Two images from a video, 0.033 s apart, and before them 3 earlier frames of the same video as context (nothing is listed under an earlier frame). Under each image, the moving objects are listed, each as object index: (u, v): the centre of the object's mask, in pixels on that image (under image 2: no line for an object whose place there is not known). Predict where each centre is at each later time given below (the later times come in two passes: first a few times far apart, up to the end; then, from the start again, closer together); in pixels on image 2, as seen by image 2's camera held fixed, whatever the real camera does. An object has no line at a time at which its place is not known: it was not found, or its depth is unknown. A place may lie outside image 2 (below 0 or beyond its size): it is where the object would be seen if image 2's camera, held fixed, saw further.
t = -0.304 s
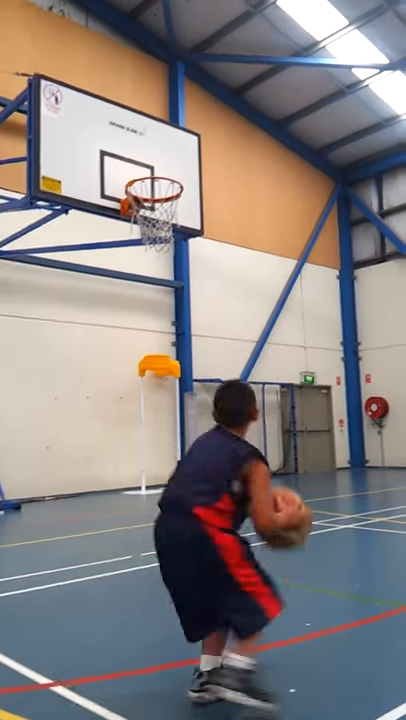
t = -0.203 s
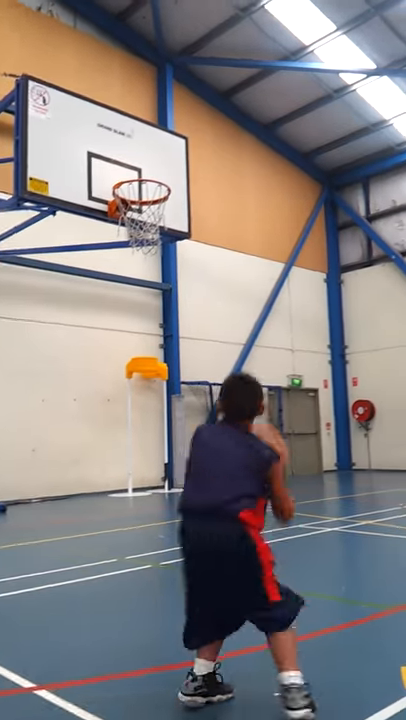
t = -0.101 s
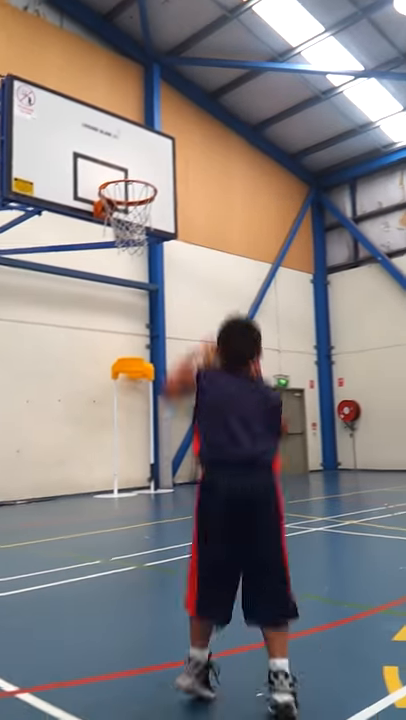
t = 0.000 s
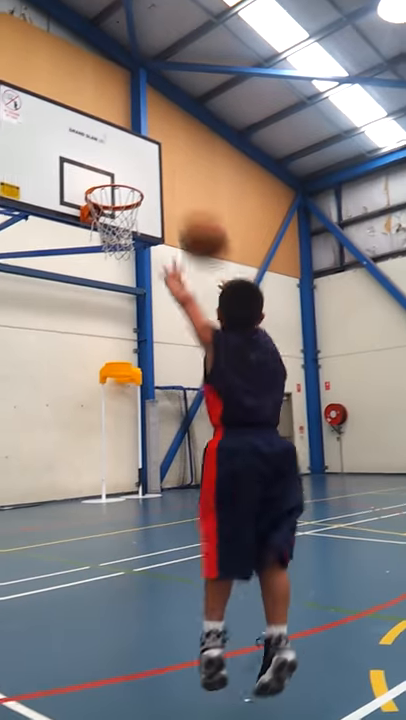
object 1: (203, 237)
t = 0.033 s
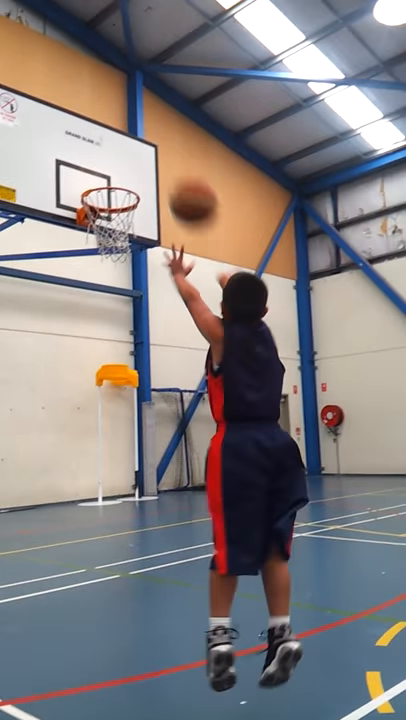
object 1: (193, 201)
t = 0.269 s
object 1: (158, 50)
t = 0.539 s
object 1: (136, 22)
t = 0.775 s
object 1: (125, 70)
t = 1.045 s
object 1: (117, 183)
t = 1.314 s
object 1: (98, 250)
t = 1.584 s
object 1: (70, 336)
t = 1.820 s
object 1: (47, 489)
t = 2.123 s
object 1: (34, 425)
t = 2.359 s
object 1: (31, 351)
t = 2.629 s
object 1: (28, 351)
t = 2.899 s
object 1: (23, 453)
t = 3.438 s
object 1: (16, 419)
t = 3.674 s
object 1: (4, 424)
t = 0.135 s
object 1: (176, 115)
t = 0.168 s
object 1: (168, 93)
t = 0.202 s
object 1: (167, 77)
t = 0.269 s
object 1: (158, 50)
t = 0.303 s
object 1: (155, 41)
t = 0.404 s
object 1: (145, 22)
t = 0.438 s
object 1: (142, 20)
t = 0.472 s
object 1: (141, 20)
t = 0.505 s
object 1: (138, 20)
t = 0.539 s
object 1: (136, 22)
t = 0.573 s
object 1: (135, 25)
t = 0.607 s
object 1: (133, 30)
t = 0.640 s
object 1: (131, 36)
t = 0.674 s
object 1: (129, 43)
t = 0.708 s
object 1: (128, 52)
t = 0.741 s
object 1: (126, 60)
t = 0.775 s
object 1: (125, 70)
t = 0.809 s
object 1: (124, 81)
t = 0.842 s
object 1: (123, 95)
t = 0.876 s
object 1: (122, 107)
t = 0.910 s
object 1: (120, 121)
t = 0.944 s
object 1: (119, 136)
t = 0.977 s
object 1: (118, 151)
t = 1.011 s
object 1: (117, 168)
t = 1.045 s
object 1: (117, 183)
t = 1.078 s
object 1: (116, 204)
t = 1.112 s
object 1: (116, 221)
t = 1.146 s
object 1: (115, 233)
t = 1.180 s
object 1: (112, 238)
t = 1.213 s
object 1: (107, 240)
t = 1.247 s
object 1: (102, 242)
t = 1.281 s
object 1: (100, 245)
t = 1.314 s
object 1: (98, 250)
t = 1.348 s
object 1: (94, 255)
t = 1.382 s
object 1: (91, 262)
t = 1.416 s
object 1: (88, 271)
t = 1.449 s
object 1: (84, 281)
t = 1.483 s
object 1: (81, 293)
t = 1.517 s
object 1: (78, 306)
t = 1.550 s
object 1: (74, 319)
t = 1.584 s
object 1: (70, 336)
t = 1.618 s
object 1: (68, 353)
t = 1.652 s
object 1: (65, 372)
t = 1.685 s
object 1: (61, 391)
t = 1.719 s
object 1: (57, 413)
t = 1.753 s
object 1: (54, 436)
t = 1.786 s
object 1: (51, 462)
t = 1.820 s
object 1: (47, 489)
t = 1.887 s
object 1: (40, 549)
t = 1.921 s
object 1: (39, 543)
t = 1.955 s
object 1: (37, 521)
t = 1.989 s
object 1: (33, 500)
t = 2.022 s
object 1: (39, 478)
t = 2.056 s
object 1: (38, 459)
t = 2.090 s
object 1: (36, 441)
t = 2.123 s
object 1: (34, 425)
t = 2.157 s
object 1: (34, 410)
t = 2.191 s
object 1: (34, 396)
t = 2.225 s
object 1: (33, 384)
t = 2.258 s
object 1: (32, 374)
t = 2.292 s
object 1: (31, 365)
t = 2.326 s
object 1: (30, 357)
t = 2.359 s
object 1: (31, 351)
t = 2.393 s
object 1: (32, 346)
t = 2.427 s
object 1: (32, 342)
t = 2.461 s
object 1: (32, 340)
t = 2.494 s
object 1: (32, 340)
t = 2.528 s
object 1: (31, 340)
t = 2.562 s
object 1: (30, 342)
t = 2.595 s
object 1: (29, 347)
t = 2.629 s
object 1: (28, 351)
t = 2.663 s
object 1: (27, 358)
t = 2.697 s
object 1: (26, 366)
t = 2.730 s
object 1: (25, 377)
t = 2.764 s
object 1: (25, 389)
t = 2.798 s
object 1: (25, 402)
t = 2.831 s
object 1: (25, 417)
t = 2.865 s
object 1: (25, 433)
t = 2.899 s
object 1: (23, 453)
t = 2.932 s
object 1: (23, 475)
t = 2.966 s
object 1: (23, 502)
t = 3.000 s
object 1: (22, 528)
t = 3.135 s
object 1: (17, 536)
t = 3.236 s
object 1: (20, 479)
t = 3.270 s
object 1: (20, 467)
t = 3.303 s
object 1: (17, 457)
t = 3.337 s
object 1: (14, 445)
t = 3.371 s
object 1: (14, 434)
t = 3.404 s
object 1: (15, 426)
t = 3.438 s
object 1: (16, 419)
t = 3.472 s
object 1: (15, 414)
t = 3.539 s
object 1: (14, 409)
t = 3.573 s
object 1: (10, 411)
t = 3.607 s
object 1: (9, 416)
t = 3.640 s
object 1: (6, 418)
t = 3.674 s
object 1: (4, 424)
